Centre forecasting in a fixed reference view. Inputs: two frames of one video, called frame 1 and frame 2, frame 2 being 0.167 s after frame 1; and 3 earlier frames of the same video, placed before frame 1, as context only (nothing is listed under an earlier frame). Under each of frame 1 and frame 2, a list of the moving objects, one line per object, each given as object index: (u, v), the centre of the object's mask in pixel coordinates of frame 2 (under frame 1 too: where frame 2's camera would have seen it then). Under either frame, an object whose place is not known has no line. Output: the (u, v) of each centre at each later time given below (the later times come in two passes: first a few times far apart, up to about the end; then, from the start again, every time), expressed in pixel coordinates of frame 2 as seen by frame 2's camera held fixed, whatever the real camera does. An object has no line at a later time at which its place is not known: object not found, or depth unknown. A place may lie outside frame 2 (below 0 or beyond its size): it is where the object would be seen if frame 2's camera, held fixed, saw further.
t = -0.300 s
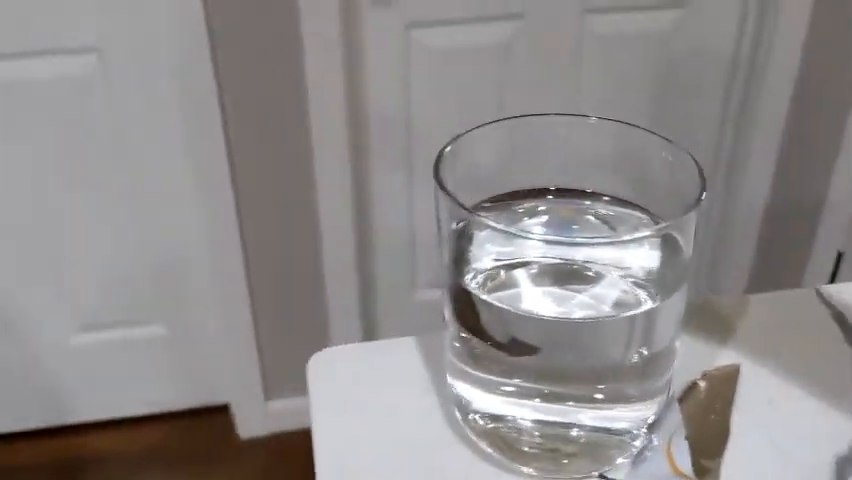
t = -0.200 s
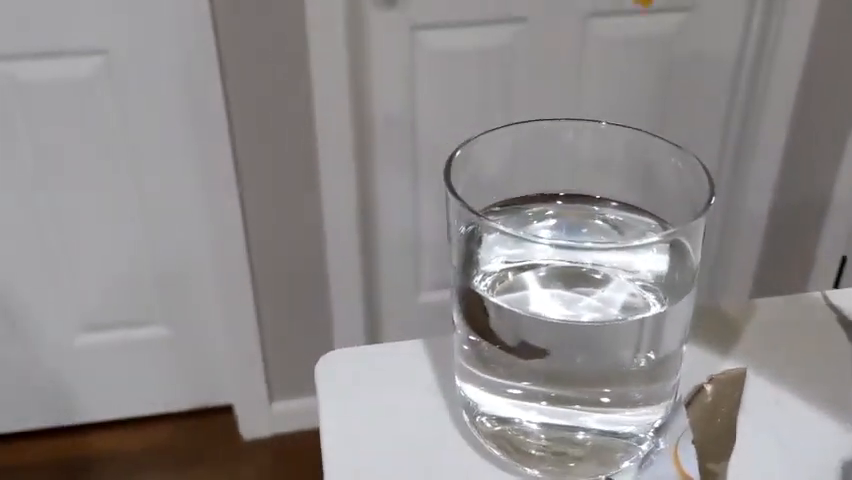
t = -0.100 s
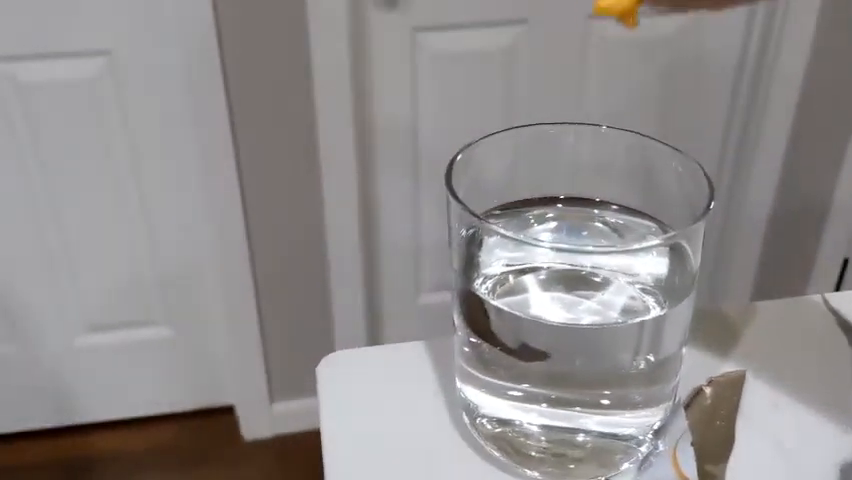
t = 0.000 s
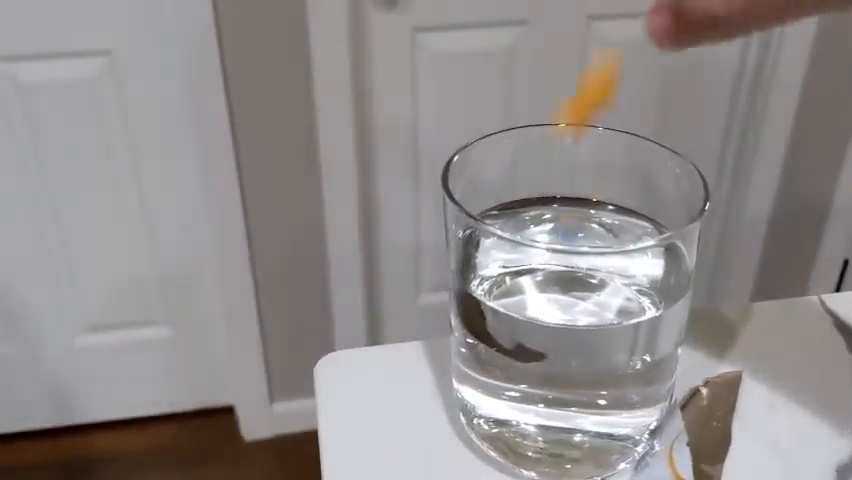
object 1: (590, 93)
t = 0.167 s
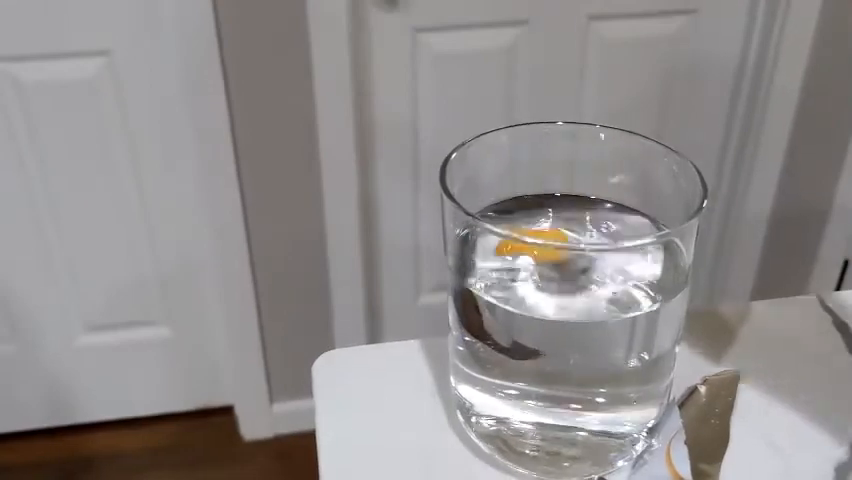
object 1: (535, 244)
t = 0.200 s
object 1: (530, 236)
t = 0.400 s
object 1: (511, 227)
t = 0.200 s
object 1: (530, 236)
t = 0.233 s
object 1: (521, 233)
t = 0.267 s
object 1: (517, 234)
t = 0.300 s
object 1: (514, 232)
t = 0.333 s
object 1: (513, 229)
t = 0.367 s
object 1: (515, 227)
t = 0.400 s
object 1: (511, 227)
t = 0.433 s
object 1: (508, 226)
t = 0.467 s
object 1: (508, 223)
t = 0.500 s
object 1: (509, 222)
